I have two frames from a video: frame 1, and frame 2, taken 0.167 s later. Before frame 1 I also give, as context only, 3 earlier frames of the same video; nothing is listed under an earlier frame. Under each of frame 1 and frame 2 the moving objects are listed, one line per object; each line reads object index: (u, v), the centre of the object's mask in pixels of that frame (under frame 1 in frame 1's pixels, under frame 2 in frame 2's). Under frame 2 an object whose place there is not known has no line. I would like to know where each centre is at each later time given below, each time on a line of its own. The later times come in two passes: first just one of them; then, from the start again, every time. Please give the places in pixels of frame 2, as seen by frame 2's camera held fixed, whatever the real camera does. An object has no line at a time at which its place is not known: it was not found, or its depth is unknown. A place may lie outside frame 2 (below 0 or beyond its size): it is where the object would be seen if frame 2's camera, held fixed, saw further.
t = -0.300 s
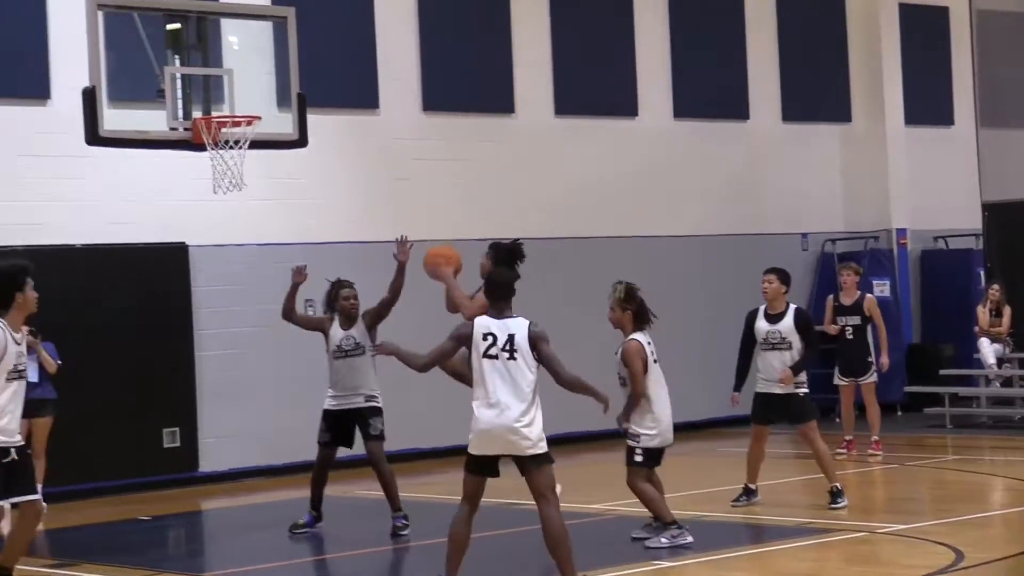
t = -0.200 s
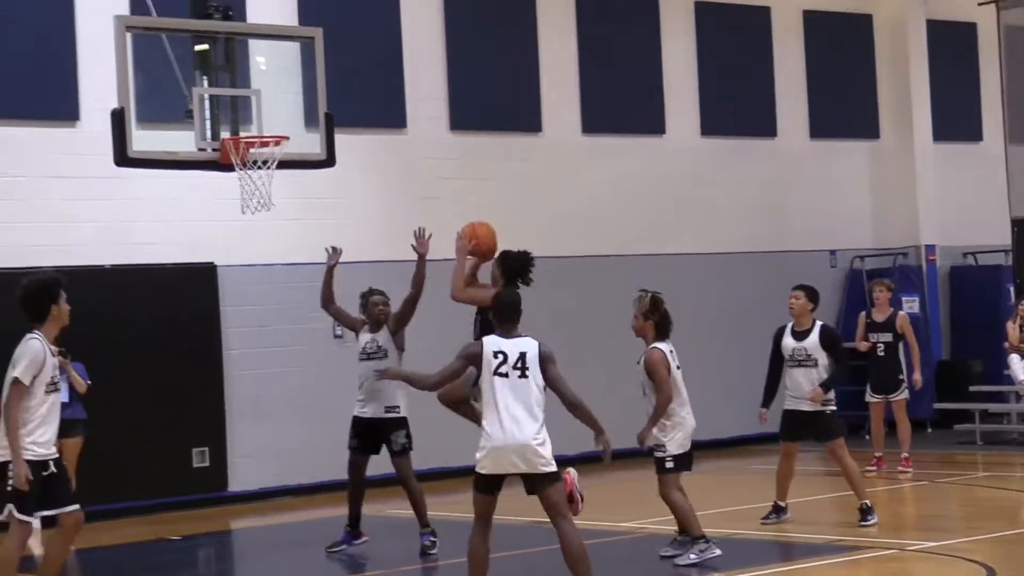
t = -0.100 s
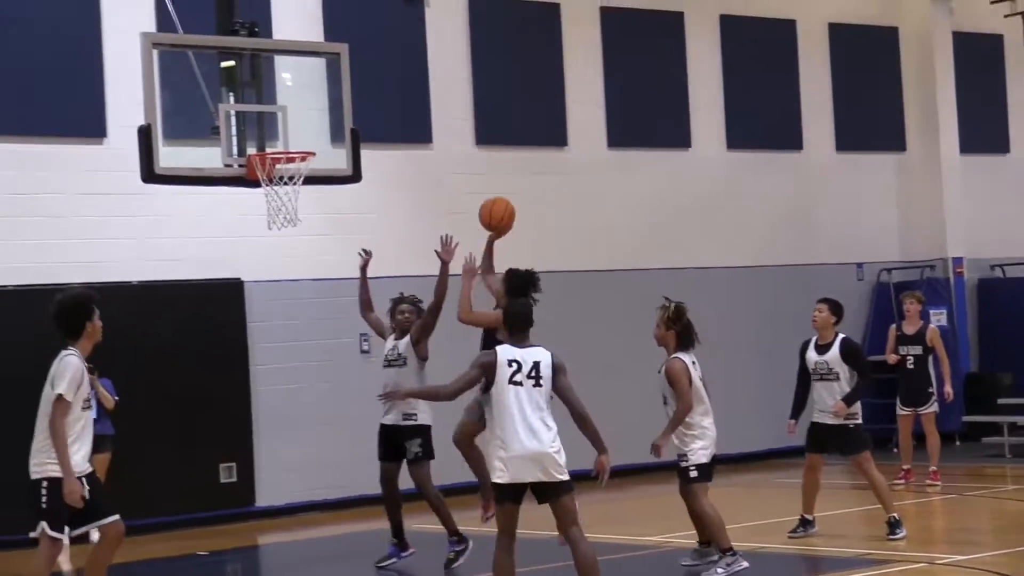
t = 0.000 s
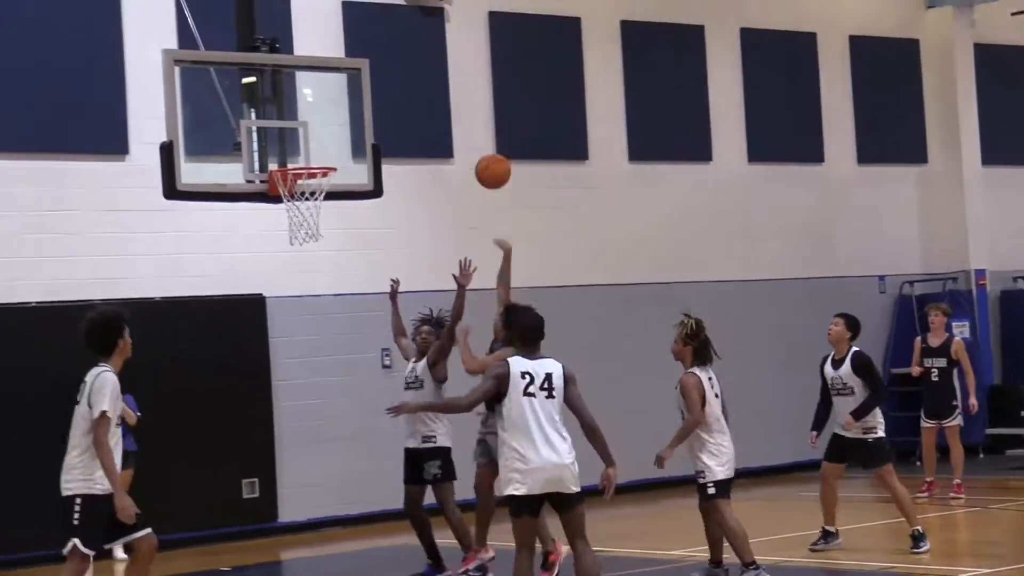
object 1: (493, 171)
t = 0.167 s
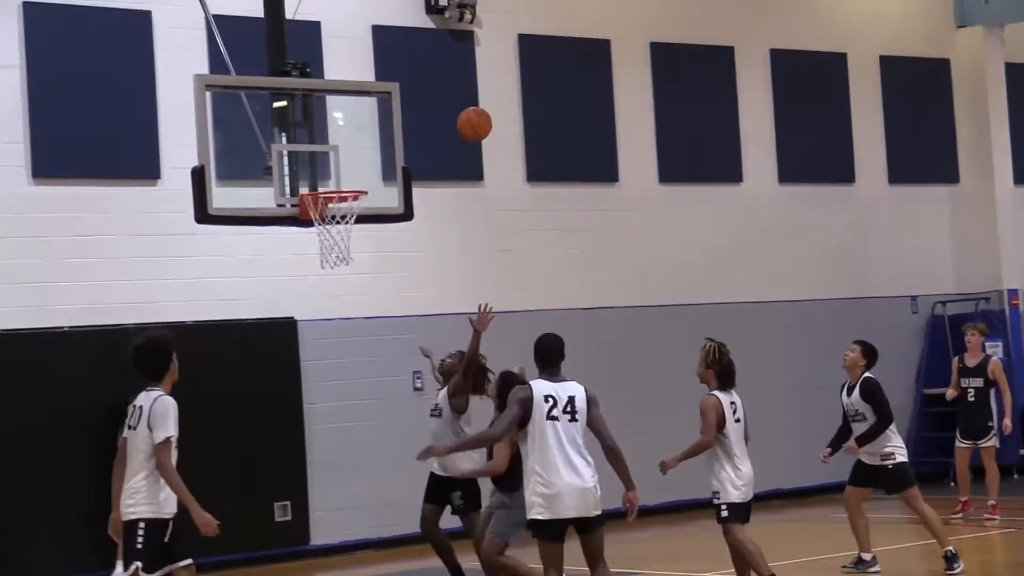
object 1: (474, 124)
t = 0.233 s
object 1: (455, 109)
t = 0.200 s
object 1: (465, 116)
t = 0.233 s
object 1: (455, 109)
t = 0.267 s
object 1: (446, 103)
